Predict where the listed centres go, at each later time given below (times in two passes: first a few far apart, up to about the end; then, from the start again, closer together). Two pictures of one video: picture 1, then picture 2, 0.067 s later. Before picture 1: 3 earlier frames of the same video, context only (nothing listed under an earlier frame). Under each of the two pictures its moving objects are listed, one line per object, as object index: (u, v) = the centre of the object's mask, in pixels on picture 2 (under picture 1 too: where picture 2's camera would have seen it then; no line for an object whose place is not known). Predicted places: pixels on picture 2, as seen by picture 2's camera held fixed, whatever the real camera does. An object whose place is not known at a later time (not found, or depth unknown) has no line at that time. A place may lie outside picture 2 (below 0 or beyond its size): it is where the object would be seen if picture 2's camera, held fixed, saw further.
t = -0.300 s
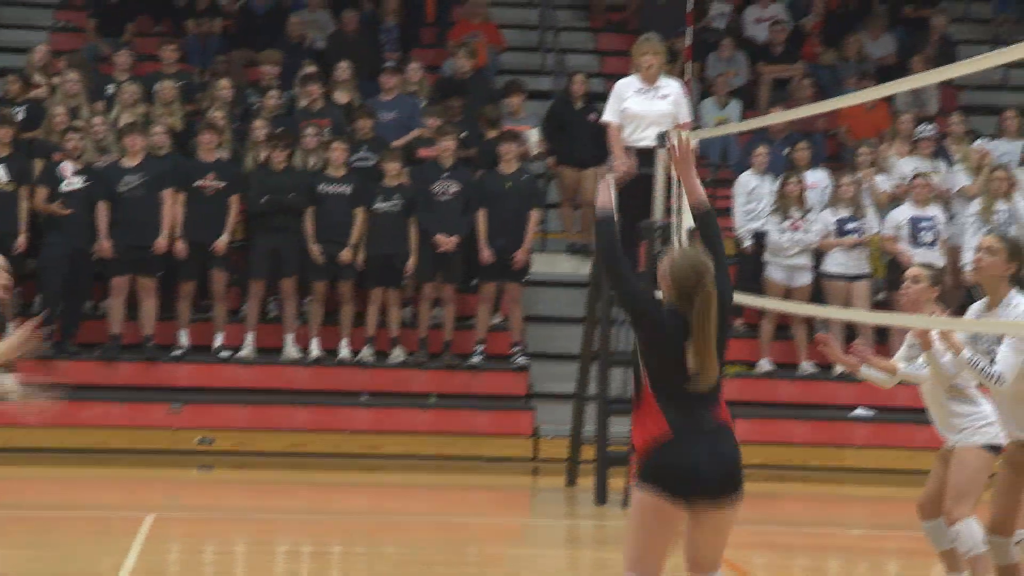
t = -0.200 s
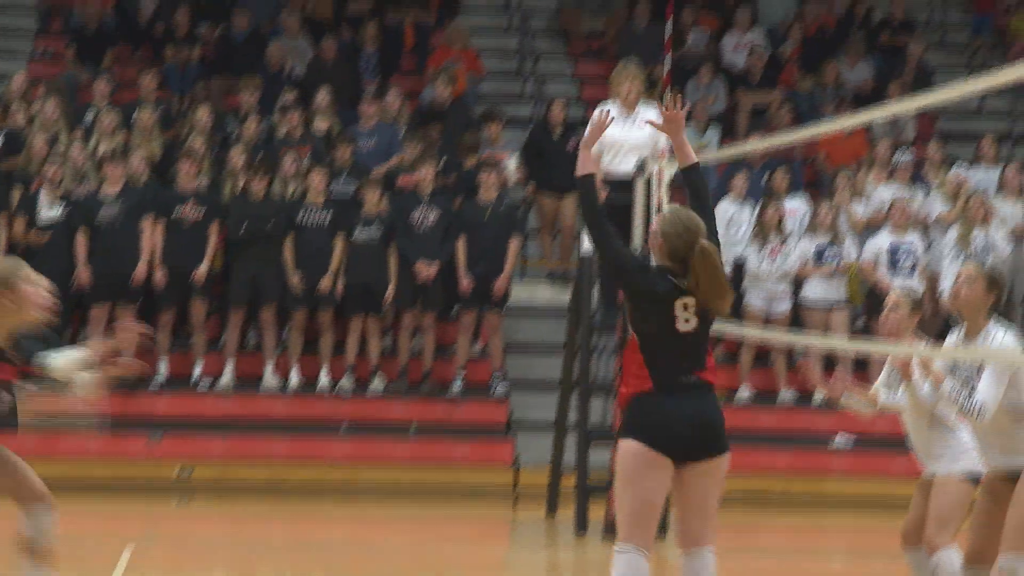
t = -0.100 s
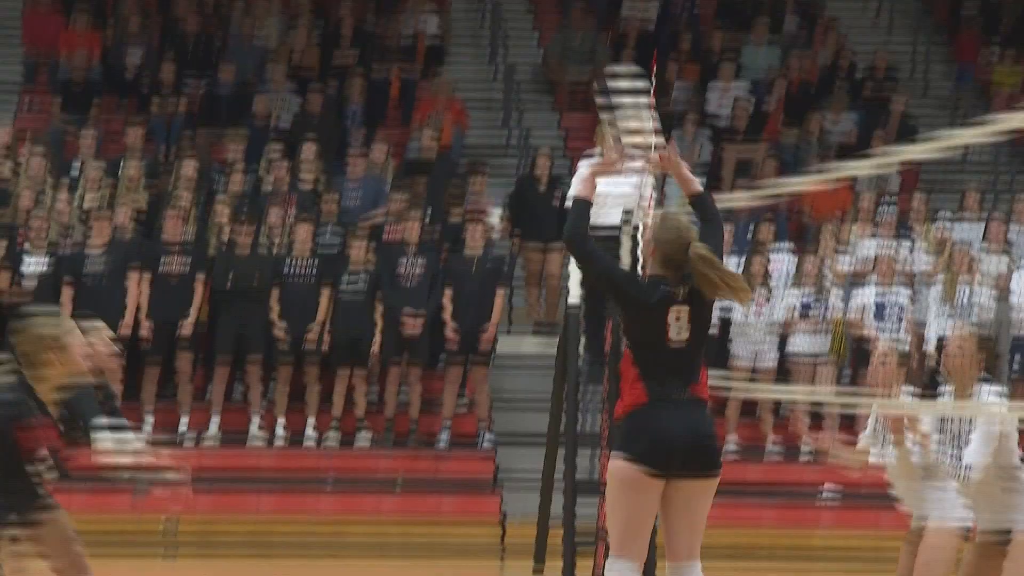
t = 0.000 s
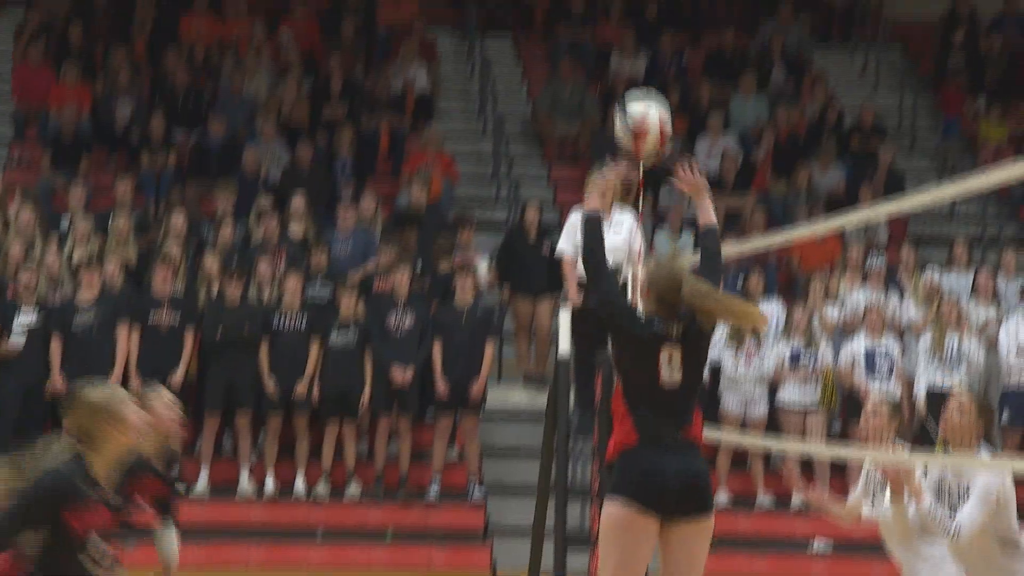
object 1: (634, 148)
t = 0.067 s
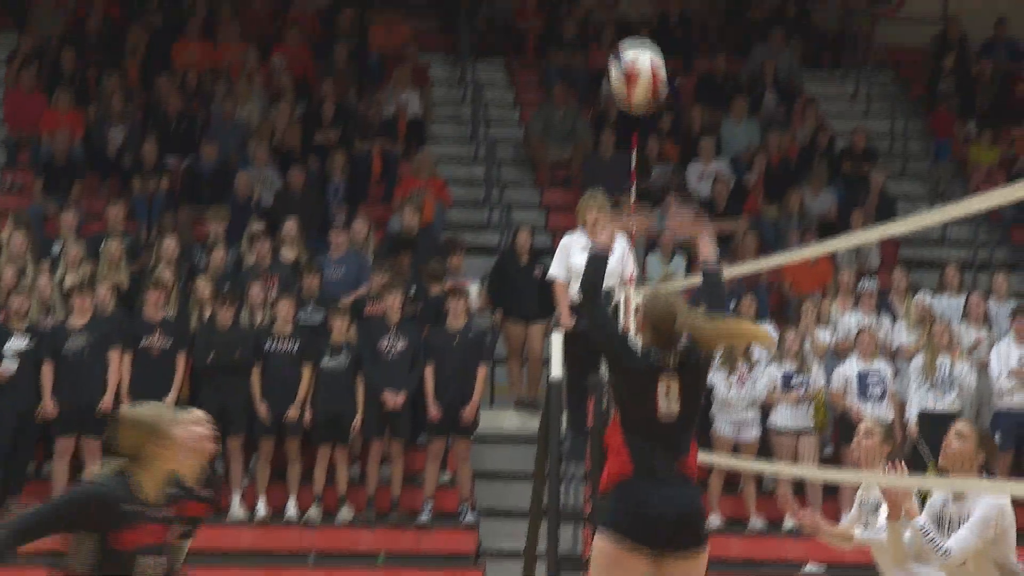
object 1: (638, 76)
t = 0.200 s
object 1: (645, -20)
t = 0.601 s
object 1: (648, -80)
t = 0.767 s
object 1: (648, 18)
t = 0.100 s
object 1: (640, 42)
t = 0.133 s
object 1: (641, 14)
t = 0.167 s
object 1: (642, -5)
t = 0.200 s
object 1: (645, -20)
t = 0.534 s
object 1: (645, -82)
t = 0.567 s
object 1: (647, -83)
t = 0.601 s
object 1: (648, -80)
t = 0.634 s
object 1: (648, -69)
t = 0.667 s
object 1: (648, -50)
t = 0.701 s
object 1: (648, -31)
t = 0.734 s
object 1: (648, -7)
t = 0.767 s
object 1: (648, 18)
